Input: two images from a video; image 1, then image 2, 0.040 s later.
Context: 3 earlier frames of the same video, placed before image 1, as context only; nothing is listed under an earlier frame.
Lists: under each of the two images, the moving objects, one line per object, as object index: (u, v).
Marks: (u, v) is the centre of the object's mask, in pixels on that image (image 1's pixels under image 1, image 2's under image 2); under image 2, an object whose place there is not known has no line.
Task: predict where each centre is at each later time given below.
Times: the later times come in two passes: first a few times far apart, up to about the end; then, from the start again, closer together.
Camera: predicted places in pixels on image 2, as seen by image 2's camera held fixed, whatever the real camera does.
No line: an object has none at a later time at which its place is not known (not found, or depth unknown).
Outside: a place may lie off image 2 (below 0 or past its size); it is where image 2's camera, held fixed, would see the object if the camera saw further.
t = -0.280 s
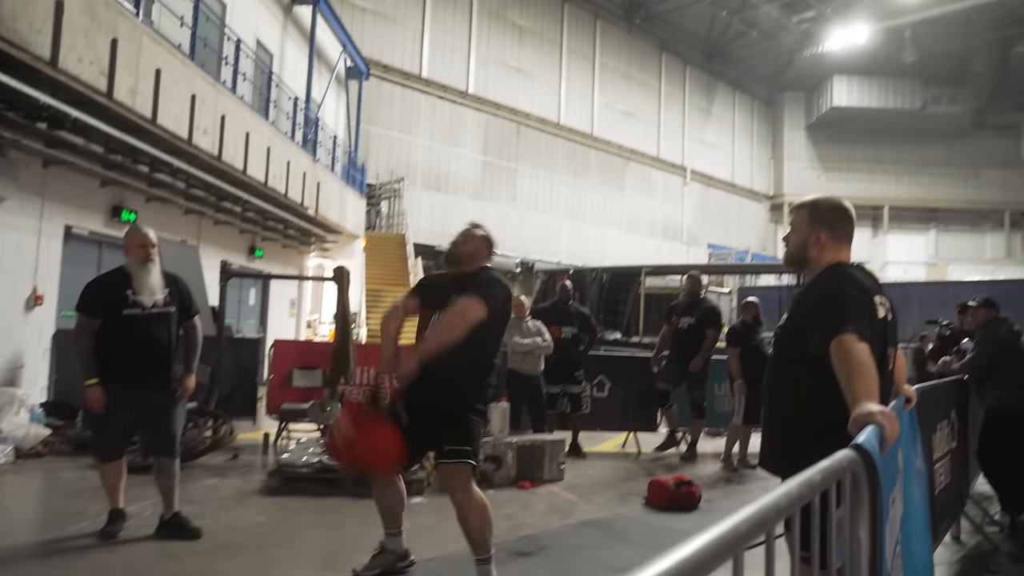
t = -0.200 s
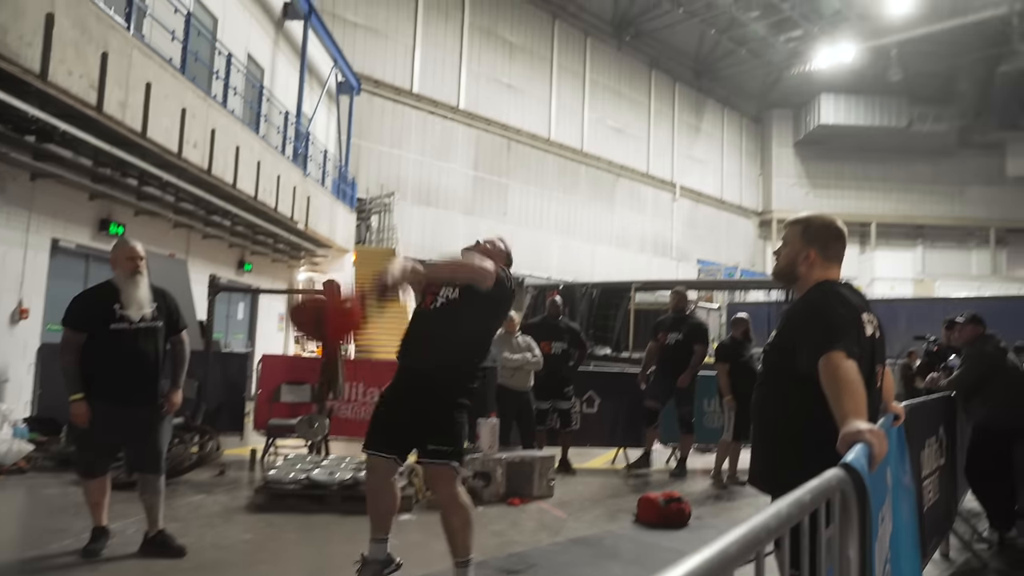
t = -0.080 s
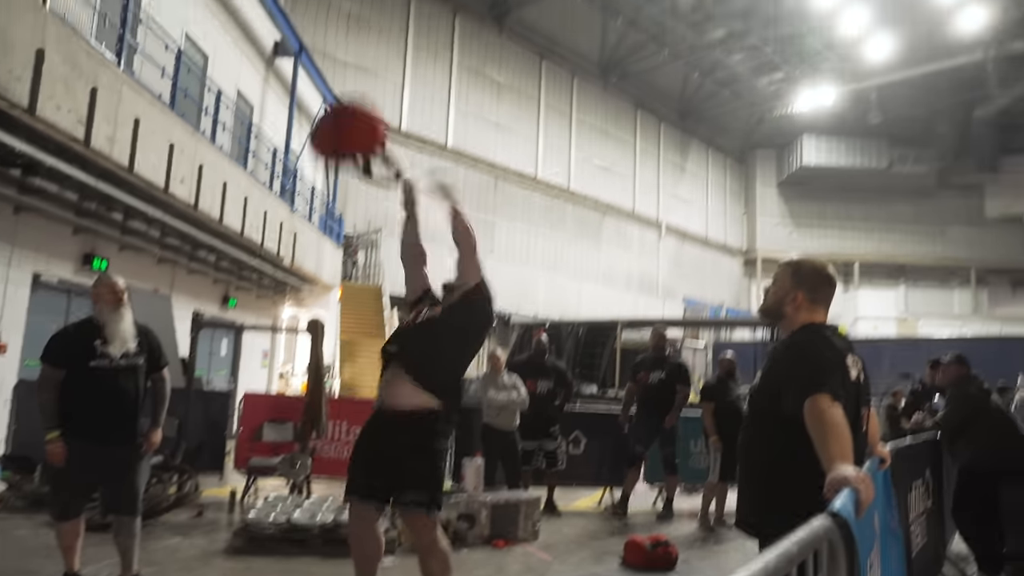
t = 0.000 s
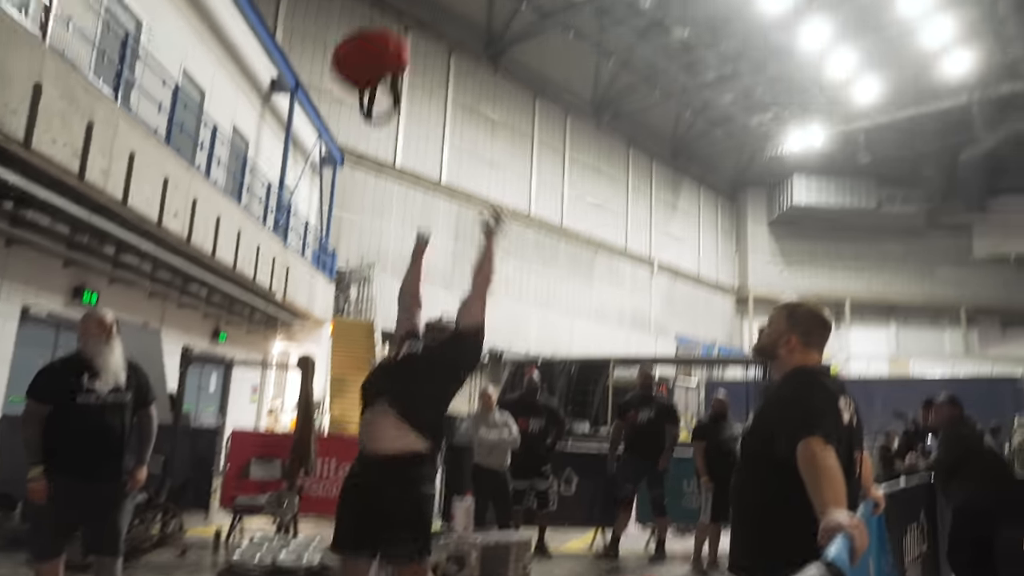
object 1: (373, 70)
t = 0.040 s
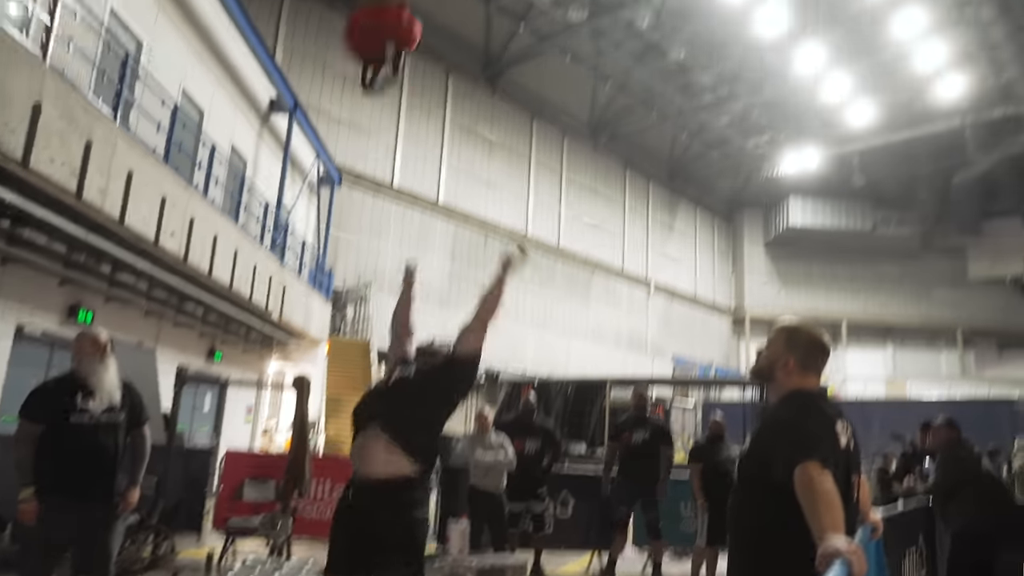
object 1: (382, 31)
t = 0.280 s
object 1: (445, -134)
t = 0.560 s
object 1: (508, -242)
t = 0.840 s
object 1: (542, -207)
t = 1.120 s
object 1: (564, -121)
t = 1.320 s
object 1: (589, 5)
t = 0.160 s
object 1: (419, -57)
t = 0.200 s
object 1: (428, -83)
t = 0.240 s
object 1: (435, -108)
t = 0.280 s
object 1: (445, -134)
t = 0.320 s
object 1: (454, -158)
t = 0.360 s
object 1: (465, -183)
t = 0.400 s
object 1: (474, -206)
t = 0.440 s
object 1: (484, -225)
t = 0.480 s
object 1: (493, -233)
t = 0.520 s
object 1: (500, -239)
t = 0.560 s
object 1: (508, -242)
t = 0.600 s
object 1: (514, -244)
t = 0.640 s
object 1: (519, -242)
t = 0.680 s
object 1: (527, -232)
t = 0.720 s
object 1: (533, -224)
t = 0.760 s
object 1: (536, -217)
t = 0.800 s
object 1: (539, -212)
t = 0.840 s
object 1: (542, -207)
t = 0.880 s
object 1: (545, -202)
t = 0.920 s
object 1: (550, -195)
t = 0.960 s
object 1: (554, -184)
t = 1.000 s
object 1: (559, -170)
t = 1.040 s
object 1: (561, -154)
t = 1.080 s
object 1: (562, -139)
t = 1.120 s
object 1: (564, -121)
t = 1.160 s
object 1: (569, -101)
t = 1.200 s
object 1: (574, -79)
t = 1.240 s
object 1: (579, -53)
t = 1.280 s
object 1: (584, -25)
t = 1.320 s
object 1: (589, 5)
